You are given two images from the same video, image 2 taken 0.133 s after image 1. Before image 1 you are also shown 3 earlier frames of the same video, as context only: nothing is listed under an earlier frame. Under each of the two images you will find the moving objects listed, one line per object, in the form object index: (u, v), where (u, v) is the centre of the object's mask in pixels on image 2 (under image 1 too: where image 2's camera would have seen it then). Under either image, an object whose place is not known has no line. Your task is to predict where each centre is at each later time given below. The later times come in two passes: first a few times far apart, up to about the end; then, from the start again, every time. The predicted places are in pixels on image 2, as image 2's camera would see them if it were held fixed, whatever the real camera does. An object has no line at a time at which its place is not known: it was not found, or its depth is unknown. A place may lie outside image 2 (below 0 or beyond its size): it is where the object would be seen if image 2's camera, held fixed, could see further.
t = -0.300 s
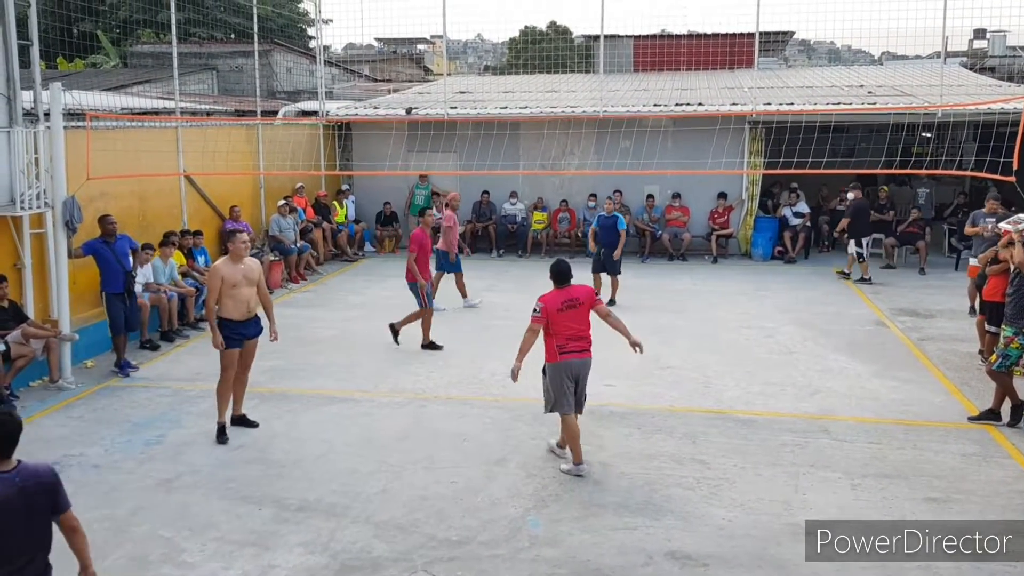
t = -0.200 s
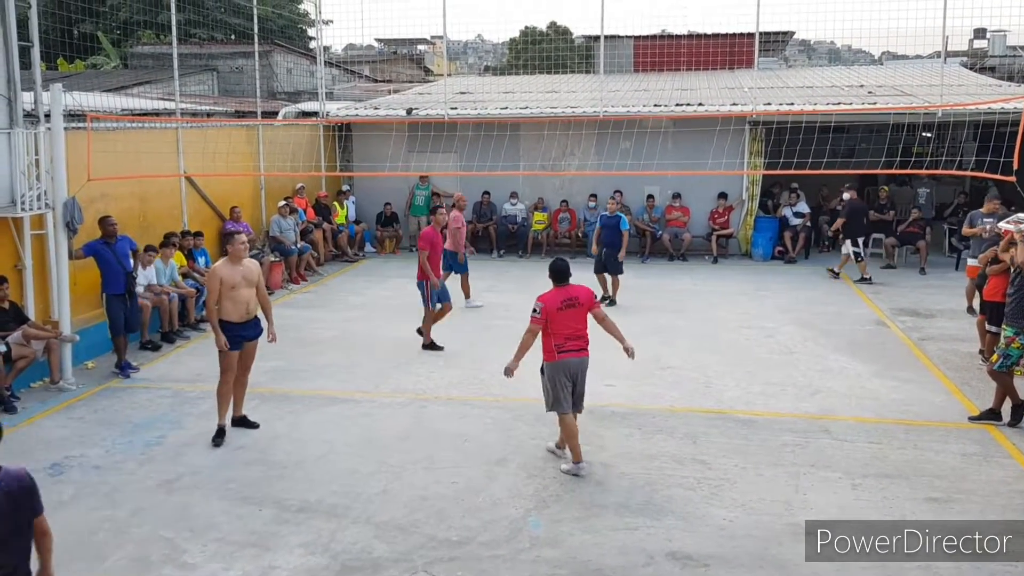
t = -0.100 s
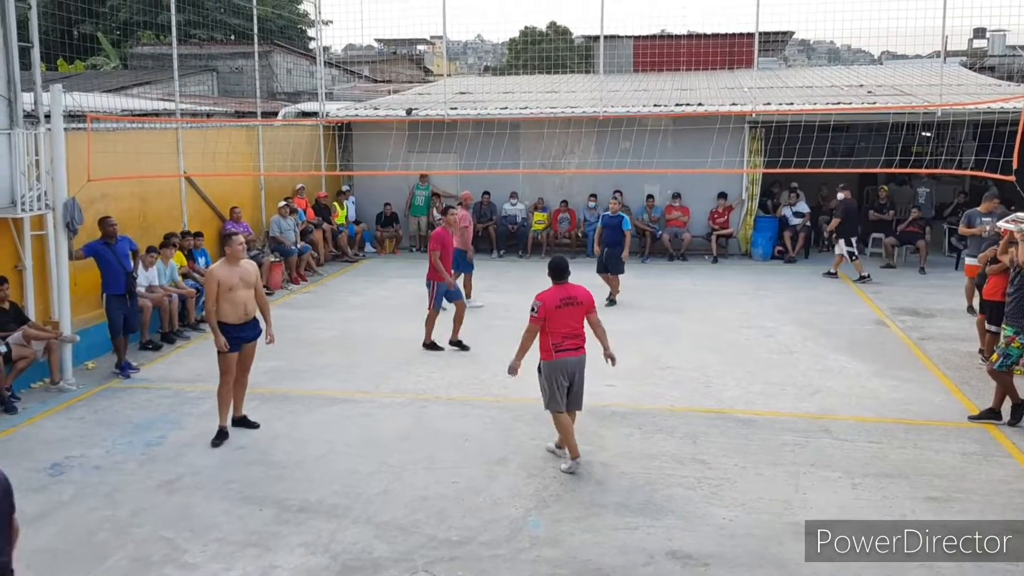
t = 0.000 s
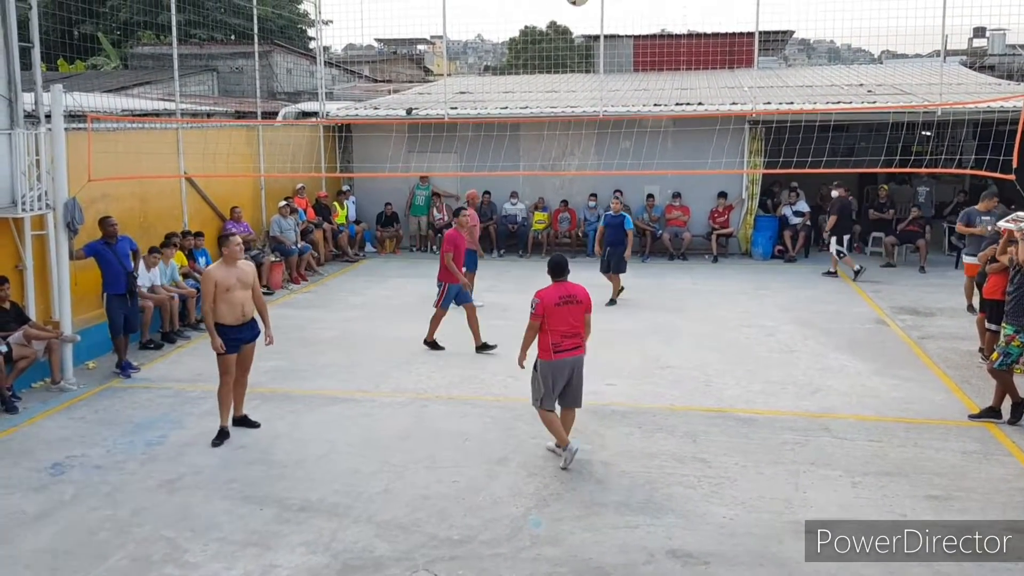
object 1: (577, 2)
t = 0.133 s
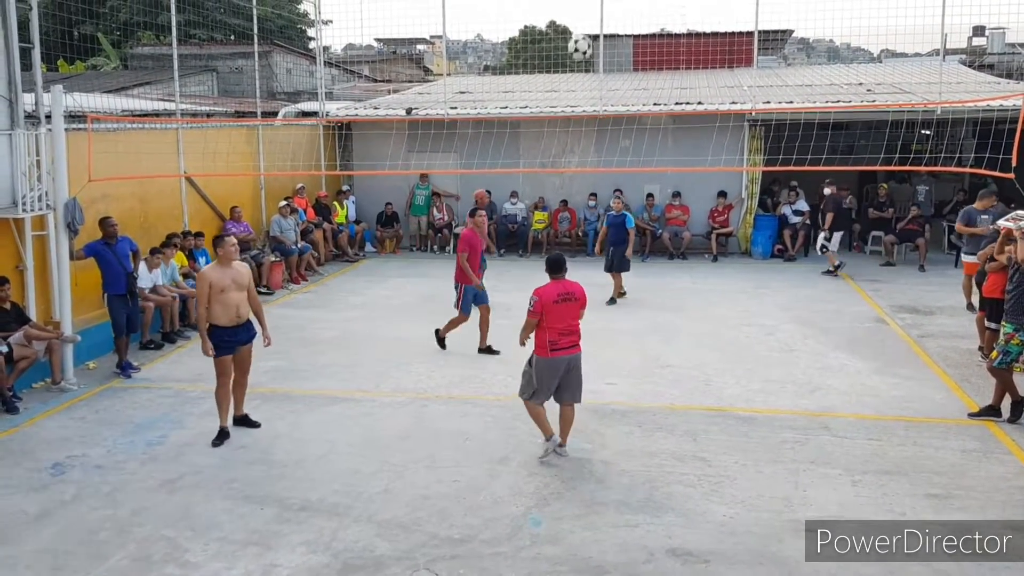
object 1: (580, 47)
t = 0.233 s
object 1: (582, 98)
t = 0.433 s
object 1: (585, 226)
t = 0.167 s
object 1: (580, 63)
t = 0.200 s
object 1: (581, 80)
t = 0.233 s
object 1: (582, 98)
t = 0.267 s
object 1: (582, 119)
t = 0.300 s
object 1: (583, 138)
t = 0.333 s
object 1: (583, 157)
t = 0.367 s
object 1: (584, 180)
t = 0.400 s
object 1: (585, 202)
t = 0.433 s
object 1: (585, 226)
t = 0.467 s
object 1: (586, 249)
